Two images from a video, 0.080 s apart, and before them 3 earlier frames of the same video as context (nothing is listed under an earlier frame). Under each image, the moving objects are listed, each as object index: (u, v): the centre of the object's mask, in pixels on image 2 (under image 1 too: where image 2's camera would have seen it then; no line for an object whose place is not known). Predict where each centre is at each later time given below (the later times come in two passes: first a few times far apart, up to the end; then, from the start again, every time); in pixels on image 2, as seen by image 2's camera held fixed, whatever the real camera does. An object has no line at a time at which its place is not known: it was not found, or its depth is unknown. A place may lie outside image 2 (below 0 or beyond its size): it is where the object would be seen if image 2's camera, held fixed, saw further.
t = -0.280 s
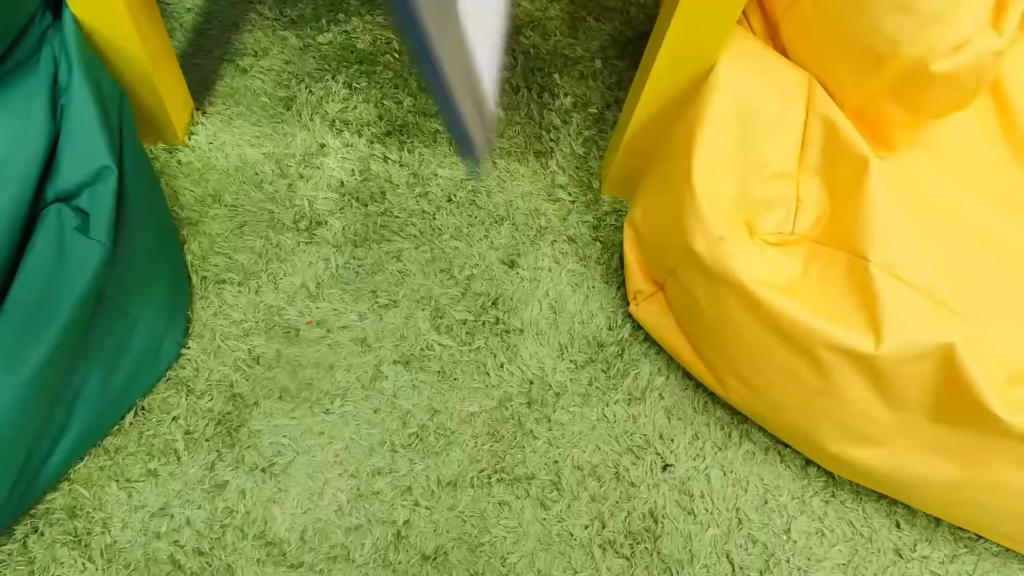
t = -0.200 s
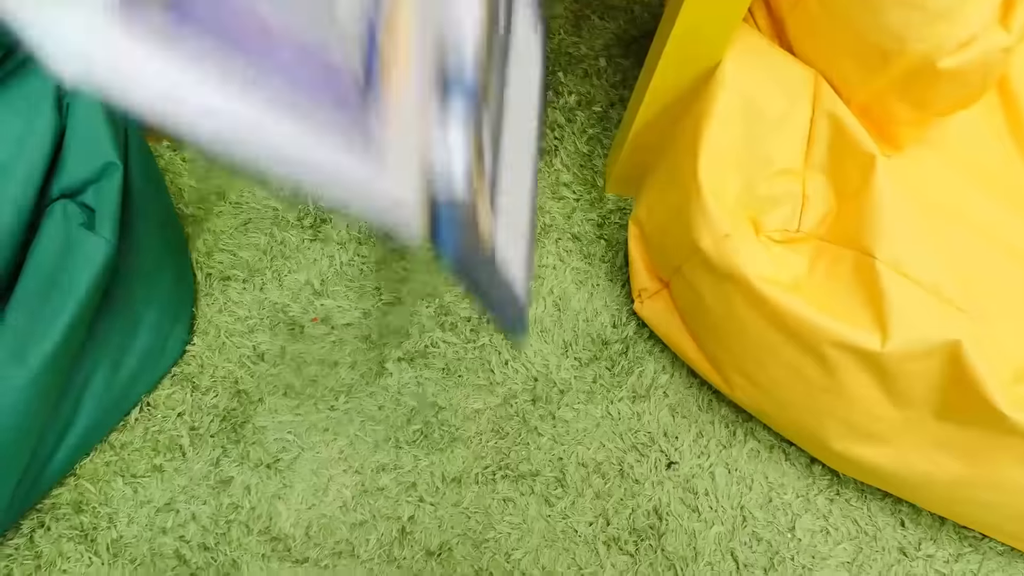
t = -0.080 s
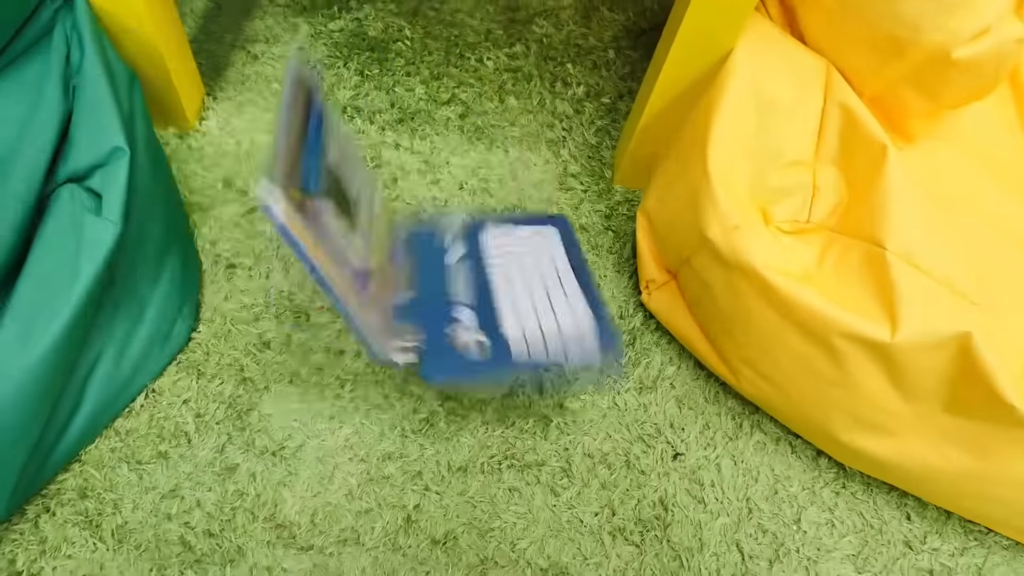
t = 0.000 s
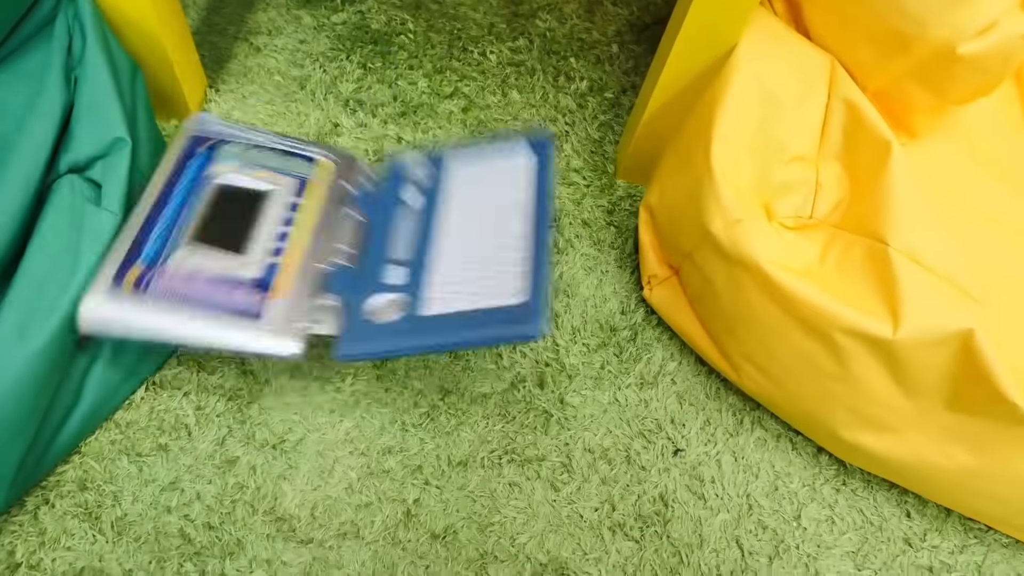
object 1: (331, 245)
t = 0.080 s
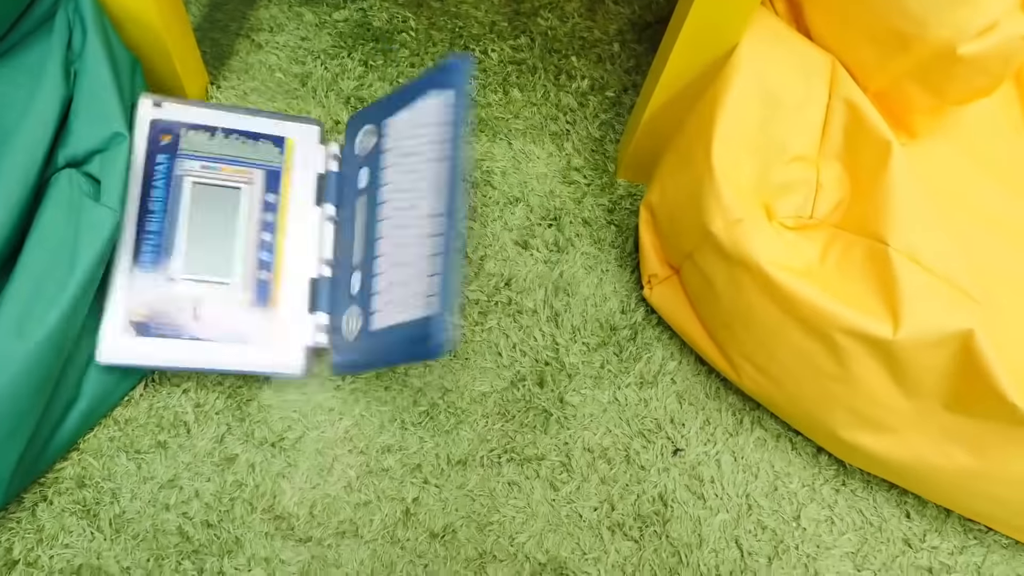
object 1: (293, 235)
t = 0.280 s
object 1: (266, 238)
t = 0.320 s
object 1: (270, 238)
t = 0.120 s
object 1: (270, 240)
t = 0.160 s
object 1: (259, 246)
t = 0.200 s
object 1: (261, 246)
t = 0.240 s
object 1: (264, 238)
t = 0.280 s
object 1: (266, 238)
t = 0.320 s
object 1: (270, 238)
